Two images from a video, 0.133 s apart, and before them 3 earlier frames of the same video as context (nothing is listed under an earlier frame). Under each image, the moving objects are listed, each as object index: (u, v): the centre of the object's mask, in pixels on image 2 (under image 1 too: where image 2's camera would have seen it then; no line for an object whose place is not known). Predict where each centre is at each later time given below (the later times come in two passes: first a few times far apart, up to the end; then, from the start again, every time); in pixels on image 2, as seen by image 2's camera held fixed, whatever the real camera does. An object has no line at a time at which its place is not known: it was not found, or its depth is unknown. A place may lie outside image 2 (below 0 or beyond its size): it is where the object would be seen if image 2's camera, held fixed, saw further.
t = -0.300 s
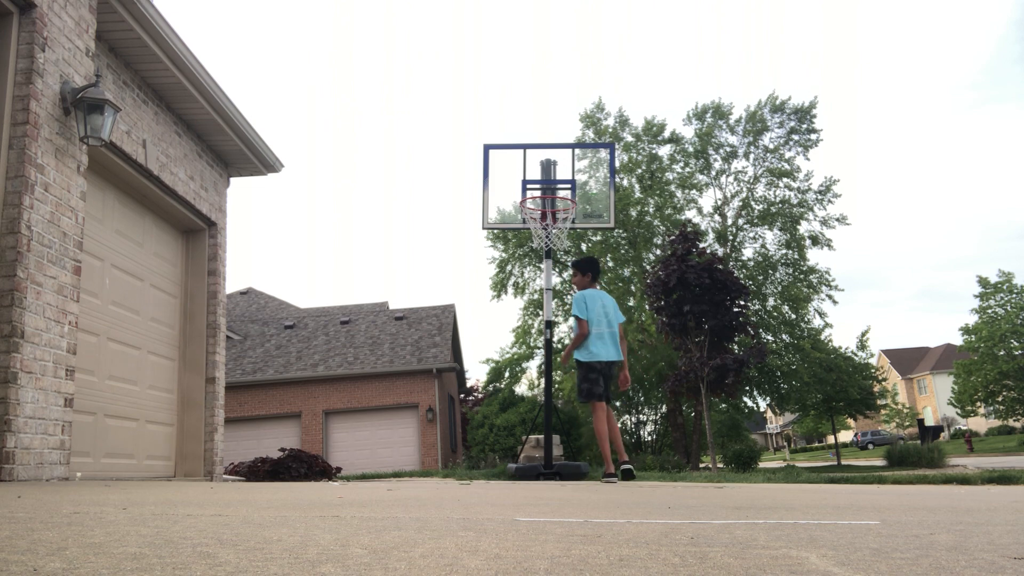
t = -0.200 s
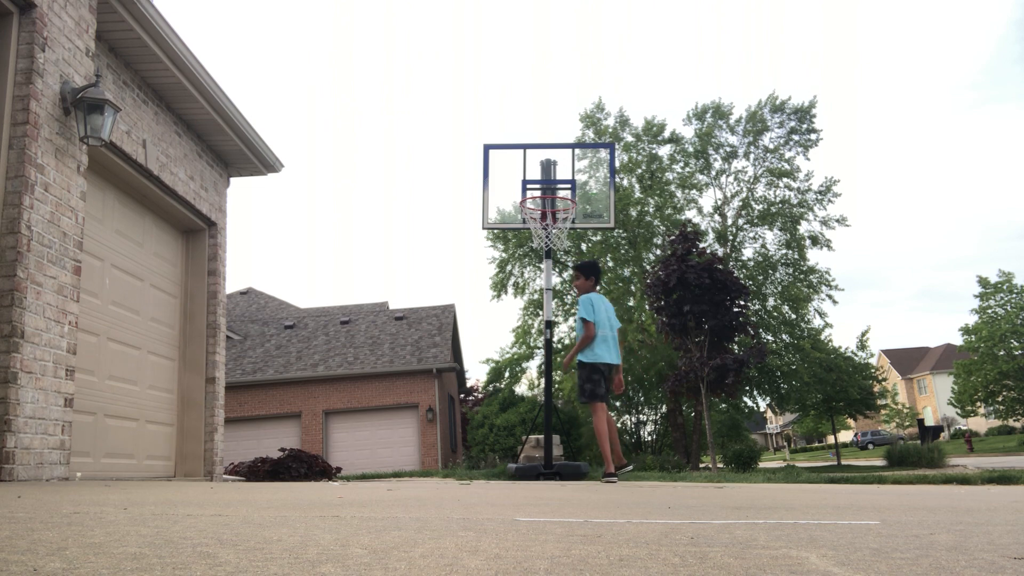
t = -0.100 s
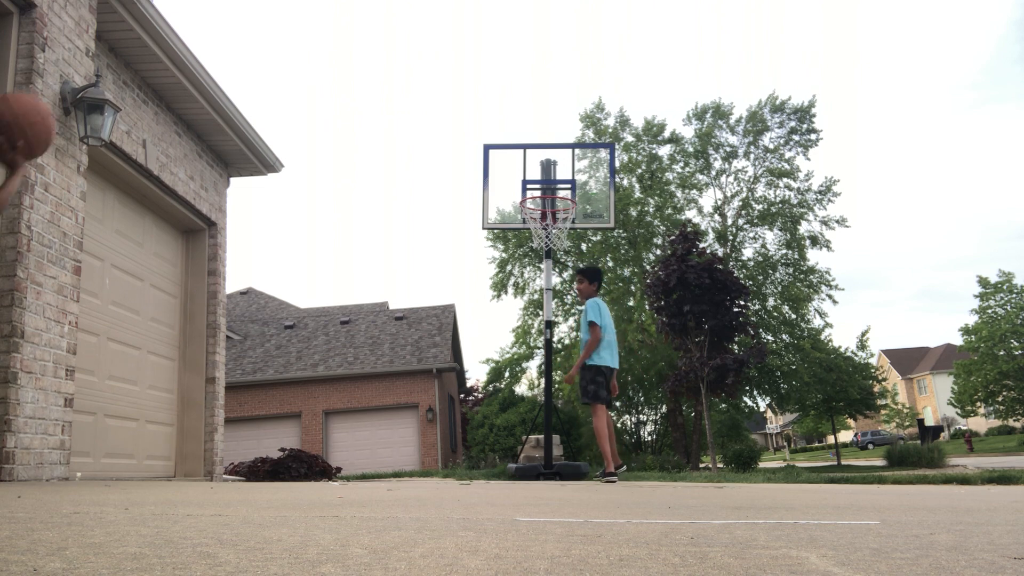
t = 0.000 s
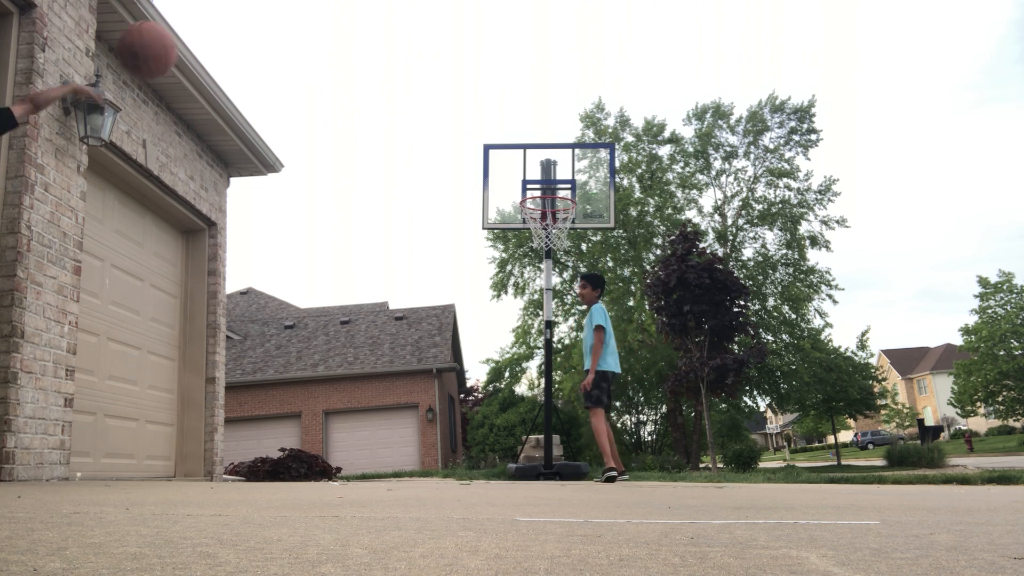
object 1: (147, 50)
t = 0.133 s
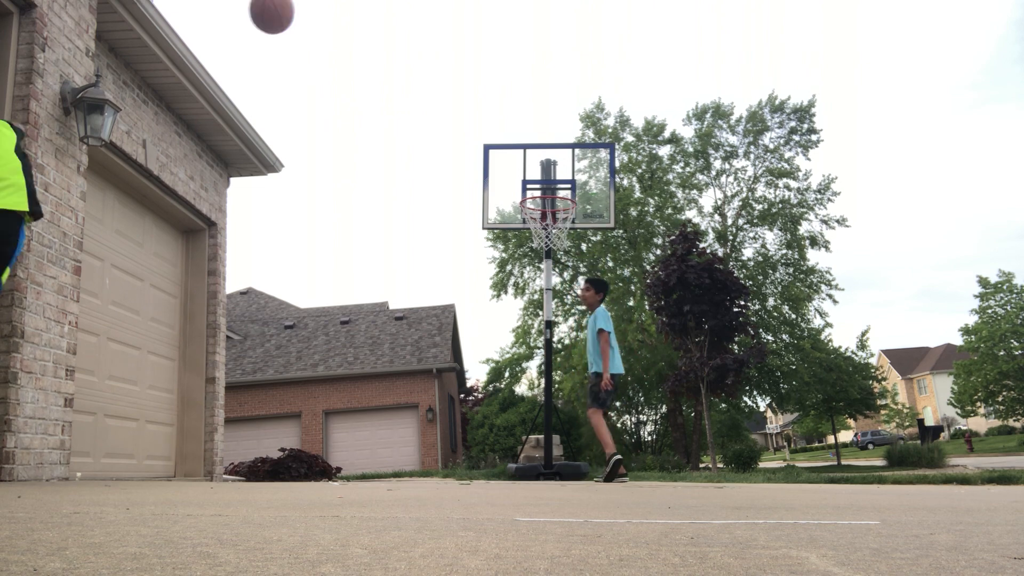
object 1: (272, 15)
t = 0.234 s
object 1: (336, 13)
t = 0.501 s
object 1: (454, 65)
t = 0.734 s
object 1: (524, 158)
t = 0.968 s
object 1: (559, 248)
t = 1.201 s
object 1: (578, 368)
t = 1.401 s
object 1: (596, 409)
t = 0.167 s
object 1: (296, 13)
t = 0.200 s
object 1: (317, 13)
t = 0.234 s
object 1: (336, 13)
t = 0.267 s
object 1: (355, 14)
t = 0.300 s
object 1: (372, 16)
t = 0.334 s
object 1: (387, 21)
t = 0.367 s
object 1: (402, 28)
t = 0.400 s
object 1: (416, 36)
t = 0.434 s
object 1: (430, 45)
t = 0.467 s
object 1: (442, 55)
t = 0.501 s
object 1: (454, 65)
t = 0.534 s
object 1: (465, 77)
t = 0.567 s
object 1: (476, 89)
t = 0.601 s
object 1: (486, 101)
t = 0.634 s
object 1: (496, 115)
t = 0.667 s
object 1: (505, 129)
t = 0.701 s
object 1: (515, 143)
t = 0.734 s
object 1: (524, 158)
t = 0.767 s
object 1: (532, 174)
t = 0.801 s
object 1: (541, 188)
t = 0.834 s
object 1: (549, 209)
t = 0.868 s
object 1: (551, 216)
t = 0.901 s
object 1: (554, 227)
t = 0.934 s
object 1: (558, 236)
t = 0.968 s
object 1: (559, 248)
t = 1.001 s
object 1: (562, 260)
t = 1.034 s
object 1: (563, 274)
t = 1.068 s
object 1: (566, 290)
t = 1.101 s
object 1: (568, 306)
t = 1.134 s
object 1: (572, 325)
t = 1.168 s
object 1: (575, 346)
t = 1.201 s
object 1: (578, 368)
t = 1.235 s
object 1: (582, 392)
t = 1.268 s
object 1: (586, 419)
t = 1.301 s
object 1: (590, 447)
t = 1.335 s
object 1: (594, 460)
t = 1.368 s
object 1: (595, 434)
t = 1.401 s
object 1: (596, 409)
